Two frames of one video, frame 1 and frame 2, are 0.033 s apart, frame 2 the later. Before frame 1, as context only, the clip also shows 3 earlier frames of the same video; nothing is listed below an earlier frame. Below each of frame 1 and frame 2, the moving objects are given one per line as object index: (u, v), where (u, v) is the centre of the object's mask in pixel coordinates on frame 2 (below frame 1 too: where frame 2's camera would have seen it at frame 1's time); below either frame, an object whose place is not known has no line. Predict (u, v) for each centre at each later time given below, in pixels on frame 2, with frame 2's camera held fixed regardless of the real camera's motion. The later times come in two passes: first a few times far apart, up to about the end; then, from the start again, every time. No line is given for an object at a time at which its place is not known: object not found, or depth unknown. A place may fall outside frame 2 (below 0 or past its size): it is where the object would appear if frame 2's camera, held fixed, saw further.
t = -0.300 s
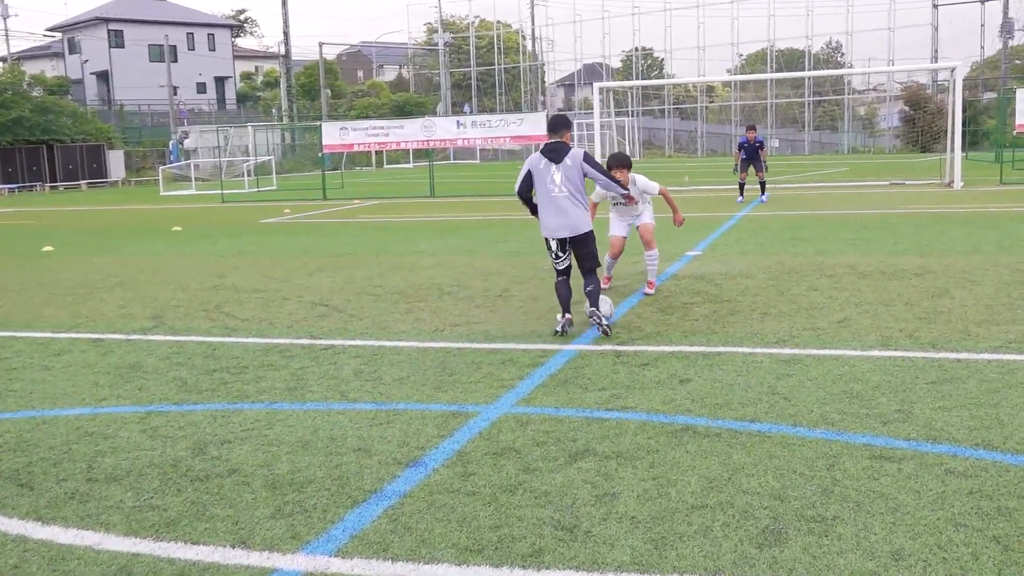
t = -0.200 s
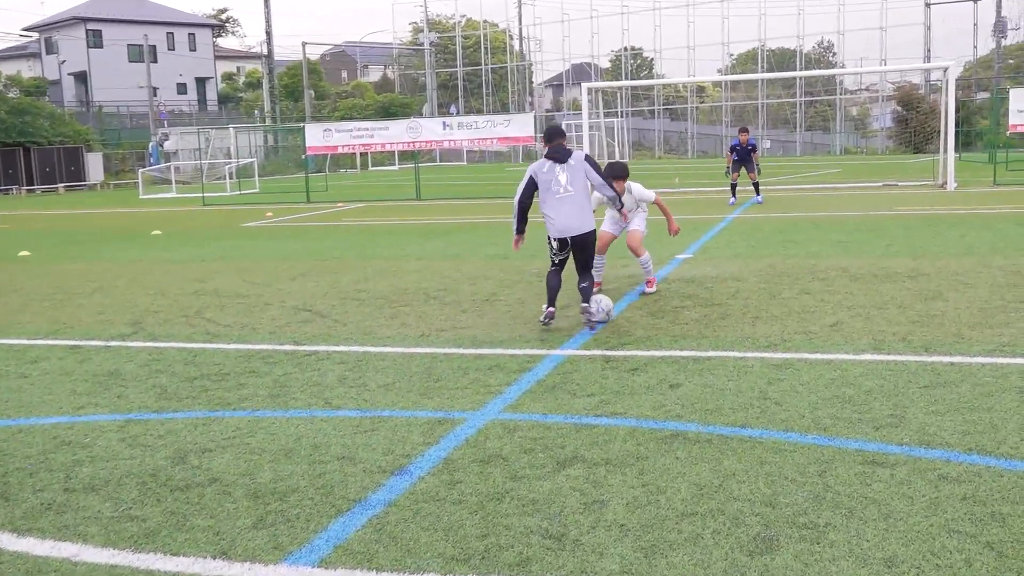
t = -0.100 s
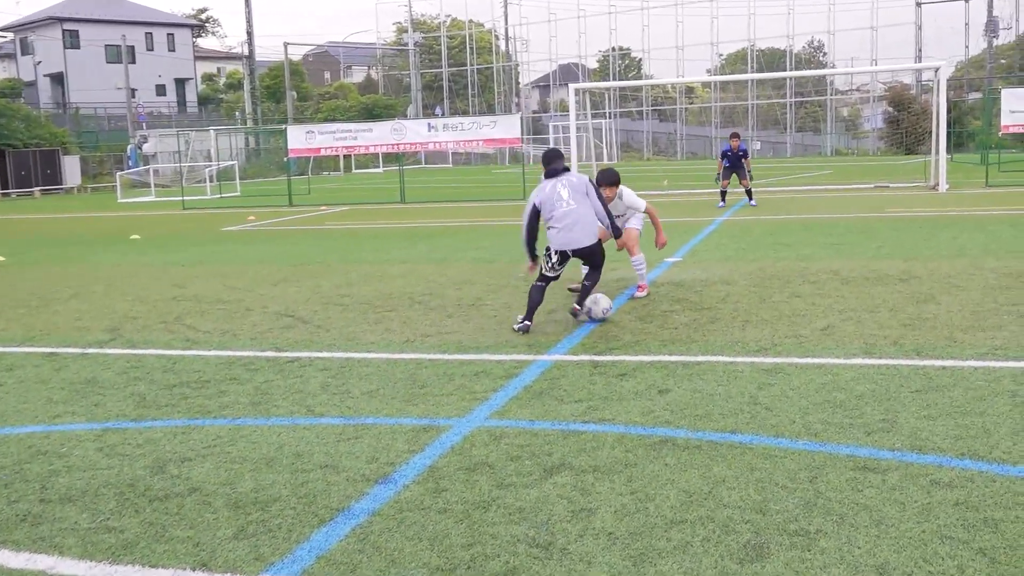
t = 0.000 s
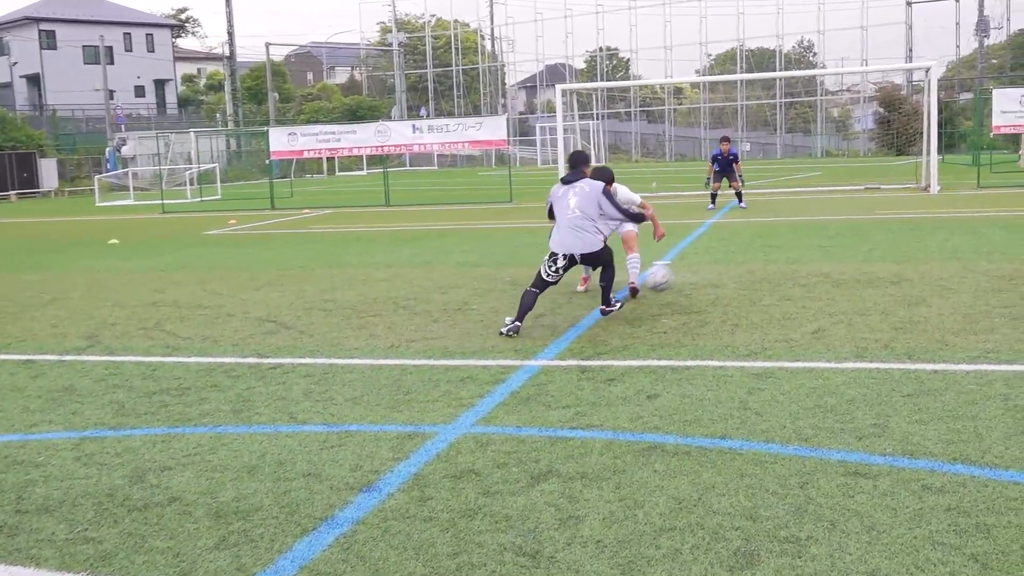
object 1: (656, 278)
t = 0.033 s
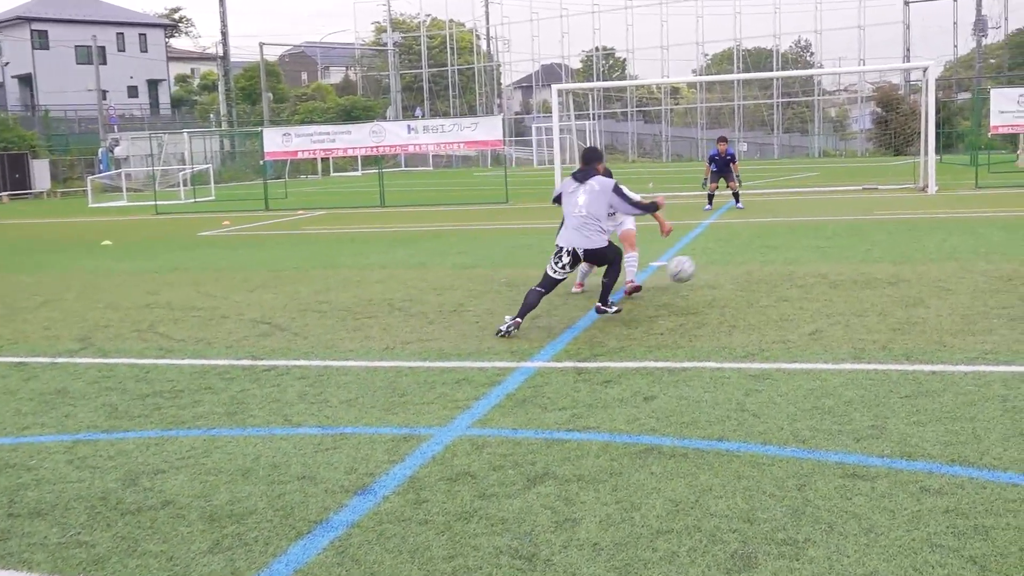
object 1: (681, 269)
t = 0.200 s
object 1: (796, 242)
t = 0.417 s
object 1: (925, 253)
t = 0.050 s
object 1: (693, 265)
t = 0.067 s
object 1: (706, 260)
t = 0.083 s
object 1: (718, 257)
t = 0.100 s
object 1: (729, 254)
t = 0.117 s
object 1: (741, 251)
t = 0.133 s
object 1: (752, 249)
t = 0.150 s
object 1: (764, 246)
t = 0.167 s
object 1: (775, 244)
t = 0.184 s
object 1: (785, 243)
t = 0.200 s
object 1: (796, 242)
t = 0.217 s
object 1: (807, 241)
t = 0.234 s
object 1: (818, 240)
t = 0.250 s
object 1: (828, 240)
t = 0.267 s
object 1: (838, 240)
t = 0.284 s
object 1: (849, 240)
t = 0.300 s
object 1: (858, 241)
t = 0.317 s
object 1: (869, 242)
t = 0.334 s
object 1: (879, 243)
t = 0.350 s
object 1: (888, 244)
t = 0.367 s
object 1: (897, 245)
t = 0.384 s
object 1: (907, 248)
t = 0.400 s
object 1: (916, 250)
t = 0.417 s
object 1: (925, 253)
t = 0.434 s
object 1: (934, 255)
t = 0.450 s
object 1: (942, 258)
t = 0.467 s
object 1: (949, 258)
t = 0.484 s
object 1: (955, 254)
